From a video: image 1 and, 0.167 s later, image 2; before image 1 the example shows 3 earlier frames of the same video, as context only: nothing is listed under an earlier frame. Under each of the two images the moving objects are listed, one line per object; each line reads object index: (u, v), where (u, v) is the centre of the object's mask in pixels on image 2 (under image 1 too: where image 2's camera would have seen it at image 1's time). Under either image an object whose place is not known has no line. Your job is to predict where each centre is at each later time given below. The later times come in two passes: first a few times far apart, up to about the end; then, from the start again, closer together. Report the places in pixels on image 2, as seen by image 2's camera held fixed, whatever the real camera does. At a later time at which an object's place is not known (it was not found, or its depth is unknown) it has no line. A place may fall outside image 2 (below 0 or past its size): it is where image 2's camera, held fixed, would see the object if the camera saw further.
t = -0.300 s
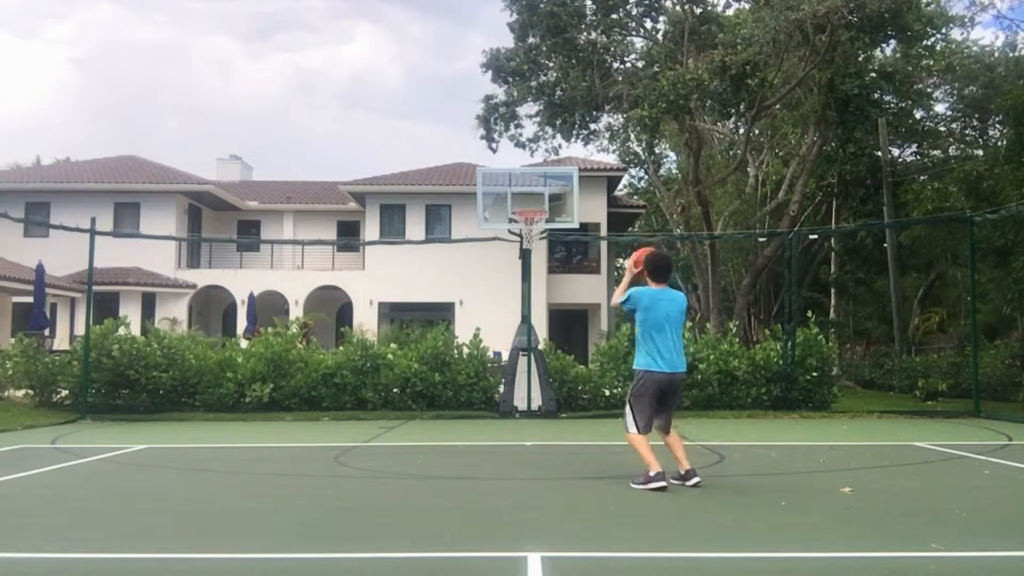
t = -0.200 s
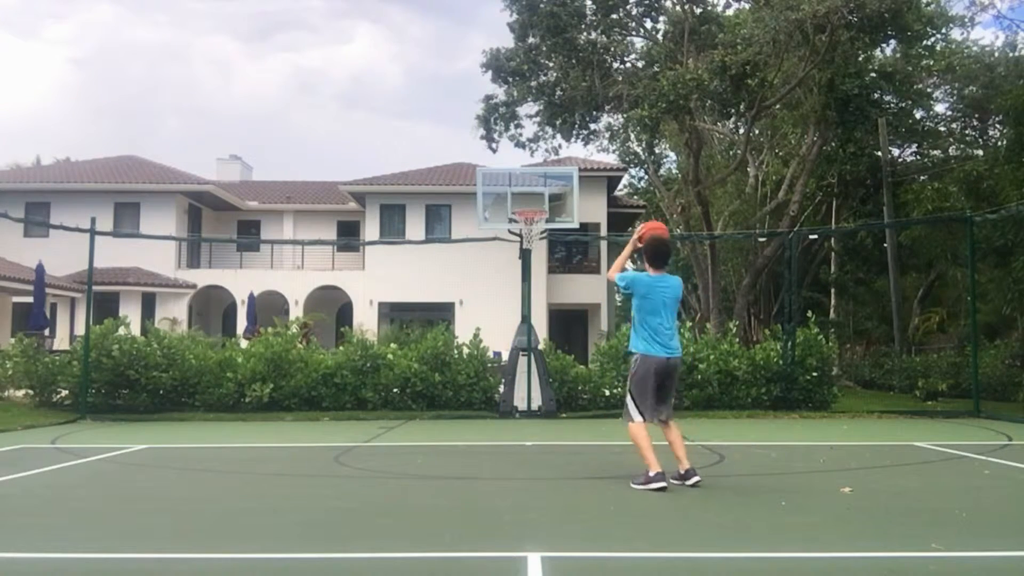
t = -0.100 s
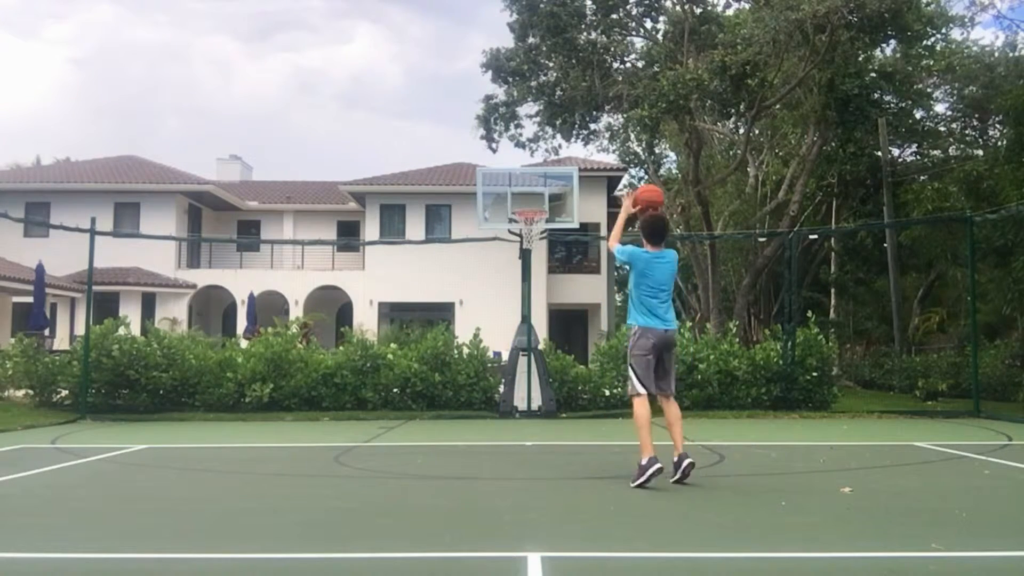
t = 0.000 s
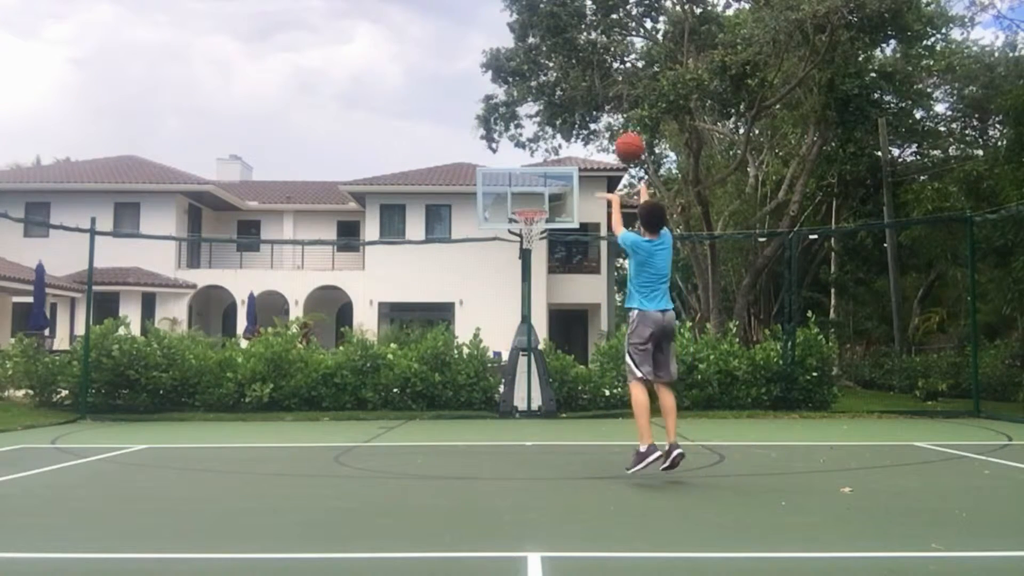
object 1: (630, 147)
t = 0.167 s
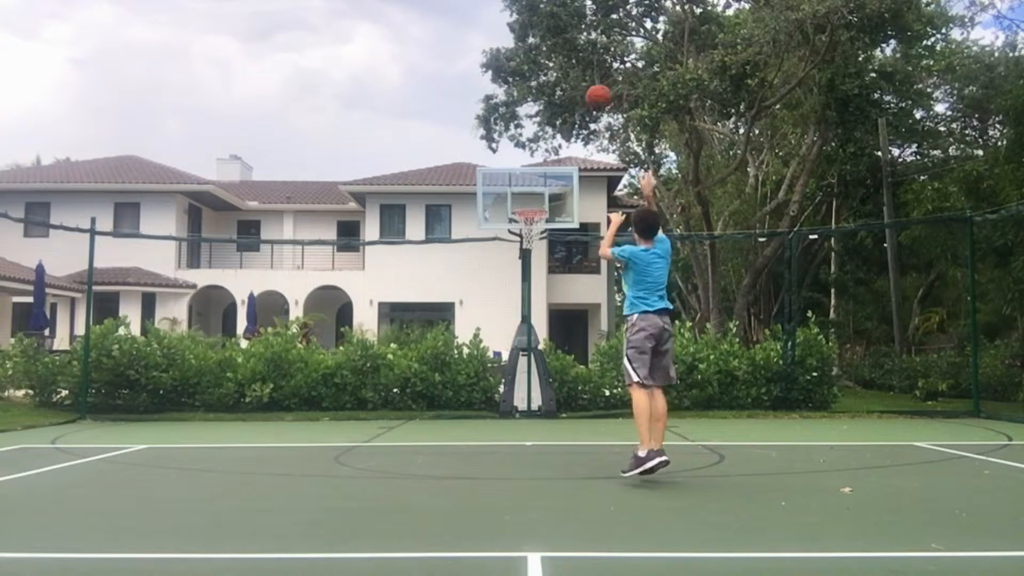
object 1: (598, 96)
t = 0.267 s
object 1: (584, 85)
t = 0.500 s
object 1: (556, 93)
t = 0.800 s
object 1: (529, 158)
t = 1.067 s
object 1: (508, 190)
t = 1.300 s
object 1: (484, 188)
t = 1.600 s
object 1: (454, 237)
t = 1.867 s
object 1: (427, 328)
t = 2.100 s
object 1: (406, 398)
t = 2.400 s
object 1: (384, 322)
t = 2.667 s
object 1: (366, 308)
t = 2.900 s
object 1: (349, 331)
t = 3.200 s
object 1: (331, 401)
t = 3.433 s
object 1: (320, 408)
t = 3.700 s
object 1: (305, 411)
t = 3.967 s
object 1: (290, 416)
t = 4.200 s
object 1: (277, 417)
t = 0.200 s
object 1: (593, 91)
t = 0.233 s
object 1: (588, 88)
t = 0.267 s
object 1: (584, 85)
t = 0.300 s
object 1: (579, 83)
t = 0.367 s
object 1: (570, 83)
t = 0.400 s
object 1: (566, 84)
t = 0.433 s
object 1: (562, 86)
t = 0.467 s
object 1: (559, 90)
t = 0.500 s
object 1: (556, 93)
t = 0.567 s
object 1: (549, 103)
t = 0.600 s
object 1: (546, 109)
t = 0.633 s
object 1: (543, 117)
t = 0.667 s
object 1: (540, 124)
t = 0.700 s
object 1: (537, 132)
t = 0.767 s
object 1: (532, 149)
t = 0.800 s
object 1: (529, 158)
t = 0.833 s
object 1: (527, 168)
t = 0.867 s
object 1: (525, 178)
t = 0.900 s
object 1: (523, 189)
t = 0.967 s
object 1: (518, 201)
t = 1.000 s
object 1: (514, 197)
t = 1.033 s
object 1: (511, 193)
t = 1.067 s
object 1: (508, 190)
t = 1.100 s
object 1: (504, 188)
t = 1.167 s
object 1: (498, 185)
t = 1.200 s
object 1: (494, 185)
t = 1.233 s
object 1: (491, 185)
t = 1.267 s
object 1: (487, 186)
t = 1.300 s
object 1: (484, 188)
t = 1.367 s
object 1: (477, 193)
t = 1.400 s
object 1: (473, 198)
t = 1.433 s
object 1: (470, 202)
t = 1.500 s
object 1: (464, 214)
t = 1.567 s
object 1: (457, 229)
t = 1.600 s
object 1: (454, 237)
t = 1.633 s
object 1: (450, 246)
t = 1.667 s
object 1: (447, 256)
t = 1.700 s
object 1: (444, 266)
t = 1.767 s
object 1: (437, 289)
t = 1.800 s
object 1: (434, 301)
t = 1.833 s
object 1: (430, 314)
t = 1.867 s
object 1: (427, 328)
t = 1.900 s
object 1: (423, 343)
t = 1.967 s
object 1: (417, 375)
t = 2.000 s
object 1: (414, 392)
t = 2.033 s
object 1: (410, 410)
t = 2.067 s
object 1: (409, 411)
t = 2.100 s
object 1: (406, 398)
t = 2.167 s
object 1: (401, 375)
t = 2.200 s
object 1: (398, 365)
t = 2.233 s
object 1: (396, 356)
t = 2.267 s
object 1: (393, 348)
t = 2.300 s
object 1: (391, 340)
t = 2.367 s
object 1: (386, 328)
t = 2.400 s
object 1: (384, 322)
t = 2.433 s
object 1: (382, 318)
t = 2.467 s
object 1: (380, 315)
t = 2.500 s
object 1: (378, 312)
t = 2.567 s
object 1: (372, 308)
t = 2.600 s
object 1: (370, 307)
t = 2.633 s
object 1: (368, 307)
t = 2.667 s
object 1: (366, 308)
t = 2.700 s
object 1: (364, 309)
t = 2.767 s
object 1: (359, 314)
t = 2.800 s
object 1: (357, 317)
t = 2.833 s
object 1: (354, 321)
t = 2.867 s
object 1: (352, 326)
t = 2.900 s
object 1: (349, 331)
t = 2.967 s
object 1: (345, 344)
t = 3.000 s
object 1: (343, 351)
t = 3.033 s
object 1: (341, 359)
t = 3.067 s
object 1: (338, 366)
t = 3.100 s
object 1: (336, 375)
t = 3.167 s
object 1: (333, 392)
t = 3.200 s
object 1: (331, 401)
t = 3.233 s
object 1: (329, 408)
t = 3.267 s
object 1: (327, 412)
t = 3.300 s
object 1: (326, 410)
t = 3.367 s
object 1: (323, 408)
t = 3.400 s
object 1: (321, 408)
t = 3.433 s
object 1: (320, 408)
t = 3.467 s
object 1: (318, 409)
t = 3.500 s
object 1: (316, 411)
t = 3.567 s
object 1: (313, 413)
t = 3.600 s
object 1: (311, 412)
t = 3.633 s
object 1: (309, 411)
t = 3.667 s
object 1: (307, 411)
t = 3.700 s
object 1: (305, 411)
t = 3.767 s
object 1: (301, 415)
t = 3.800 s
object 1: (300, 415)
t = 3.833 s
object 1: (298, 414)
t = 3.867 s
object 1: (296, 413)
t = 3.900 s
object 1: (294, 414)
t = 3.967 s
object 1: (290, 416)
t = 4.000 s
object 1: (288, 416)
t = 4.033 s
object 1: (287, 415)
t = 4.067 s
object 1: (284, 416)
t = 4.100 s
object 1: (282, 417)
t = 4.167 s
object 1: (278, 417)
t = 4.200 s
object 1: (277, 417)
